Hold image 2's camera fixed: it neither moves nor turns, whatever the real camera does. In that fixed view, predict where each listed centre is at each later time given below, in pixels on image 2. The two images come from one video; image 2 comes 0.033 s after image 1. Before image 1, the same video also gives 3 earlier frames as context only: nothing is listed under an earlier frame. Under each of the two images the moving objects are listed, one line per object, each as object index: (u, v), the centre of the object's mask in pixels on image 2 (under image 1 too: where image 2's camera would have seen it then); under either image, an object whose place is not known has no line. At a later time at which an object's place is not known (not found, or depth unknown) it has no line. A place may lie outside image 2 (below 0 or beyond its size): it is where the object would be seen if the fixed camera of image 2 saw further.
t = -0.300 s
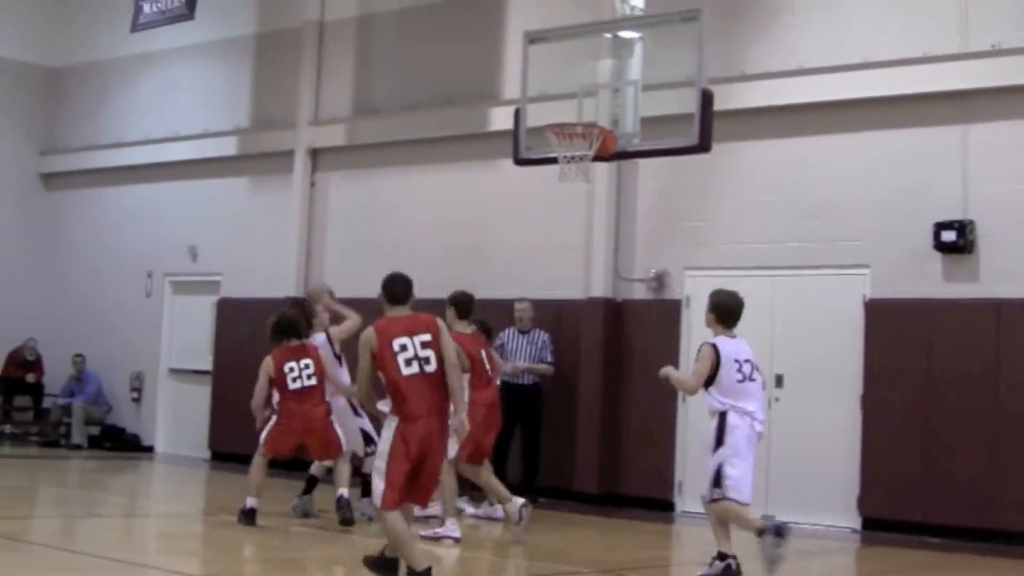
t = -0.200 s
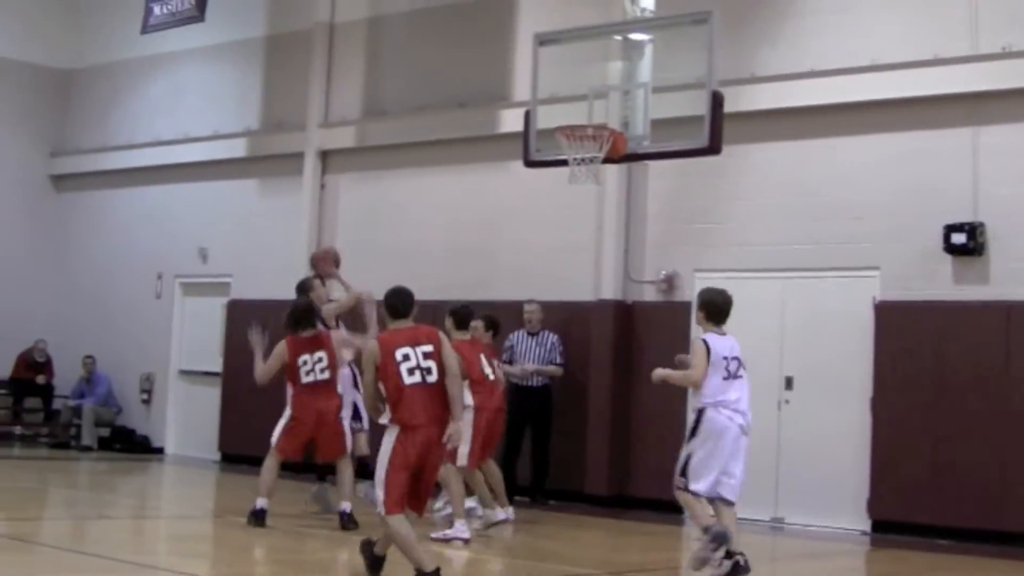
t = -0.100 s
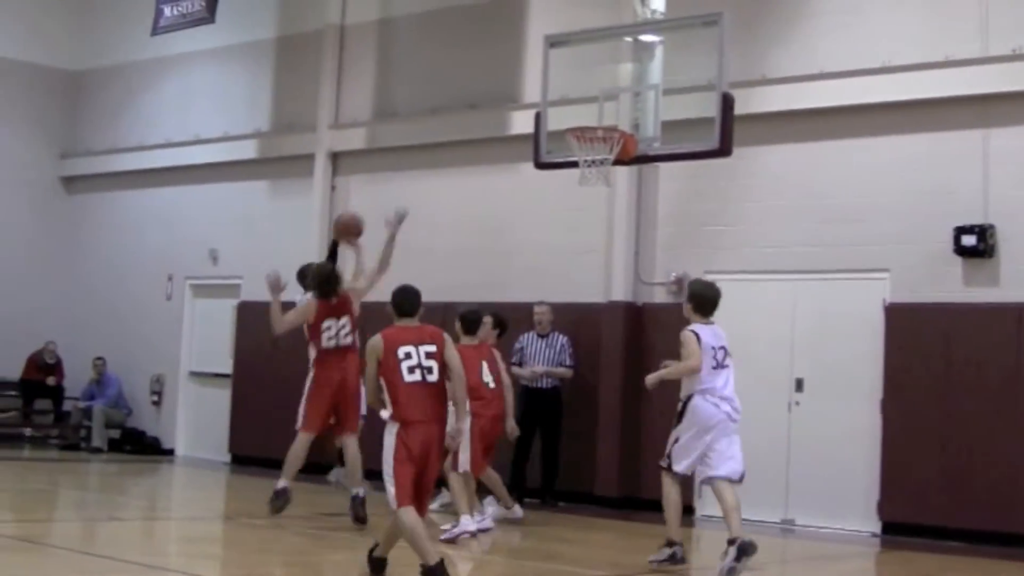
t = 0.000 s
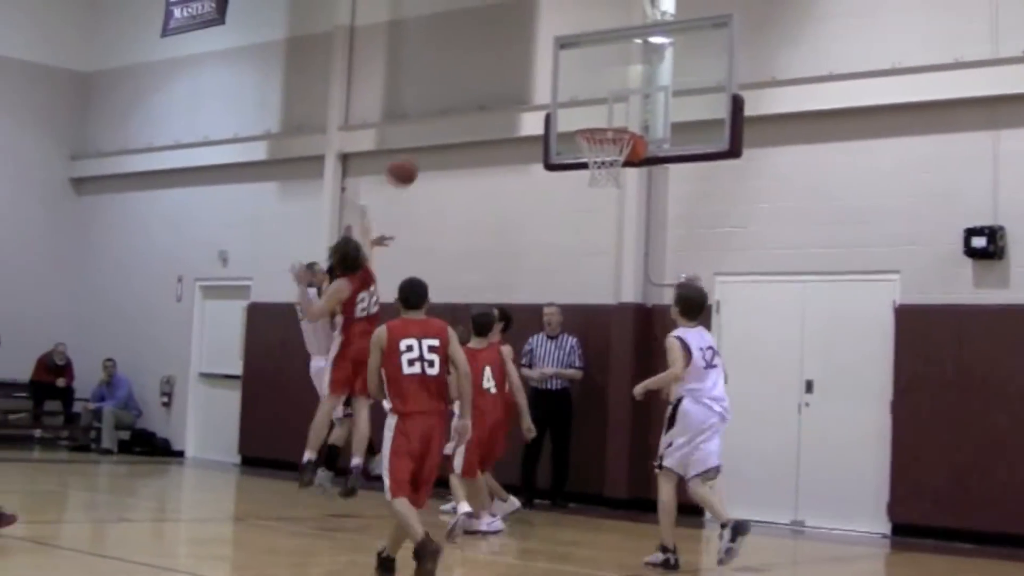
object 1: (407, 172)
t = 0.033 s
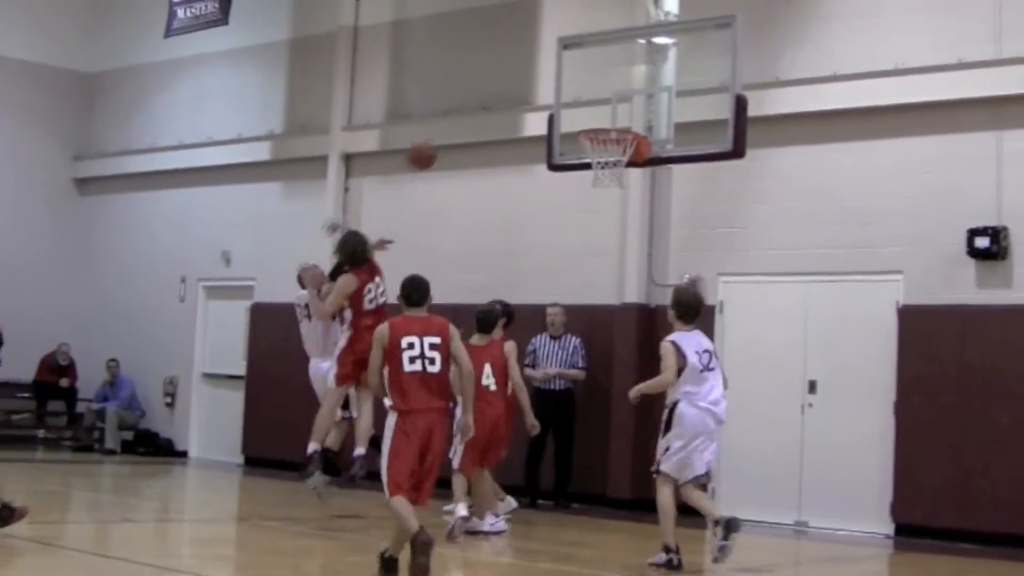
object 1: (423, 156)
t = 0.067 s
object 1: (437, 140)
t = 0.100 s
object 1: (452, 127)
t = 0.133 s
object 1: (466, 115)
